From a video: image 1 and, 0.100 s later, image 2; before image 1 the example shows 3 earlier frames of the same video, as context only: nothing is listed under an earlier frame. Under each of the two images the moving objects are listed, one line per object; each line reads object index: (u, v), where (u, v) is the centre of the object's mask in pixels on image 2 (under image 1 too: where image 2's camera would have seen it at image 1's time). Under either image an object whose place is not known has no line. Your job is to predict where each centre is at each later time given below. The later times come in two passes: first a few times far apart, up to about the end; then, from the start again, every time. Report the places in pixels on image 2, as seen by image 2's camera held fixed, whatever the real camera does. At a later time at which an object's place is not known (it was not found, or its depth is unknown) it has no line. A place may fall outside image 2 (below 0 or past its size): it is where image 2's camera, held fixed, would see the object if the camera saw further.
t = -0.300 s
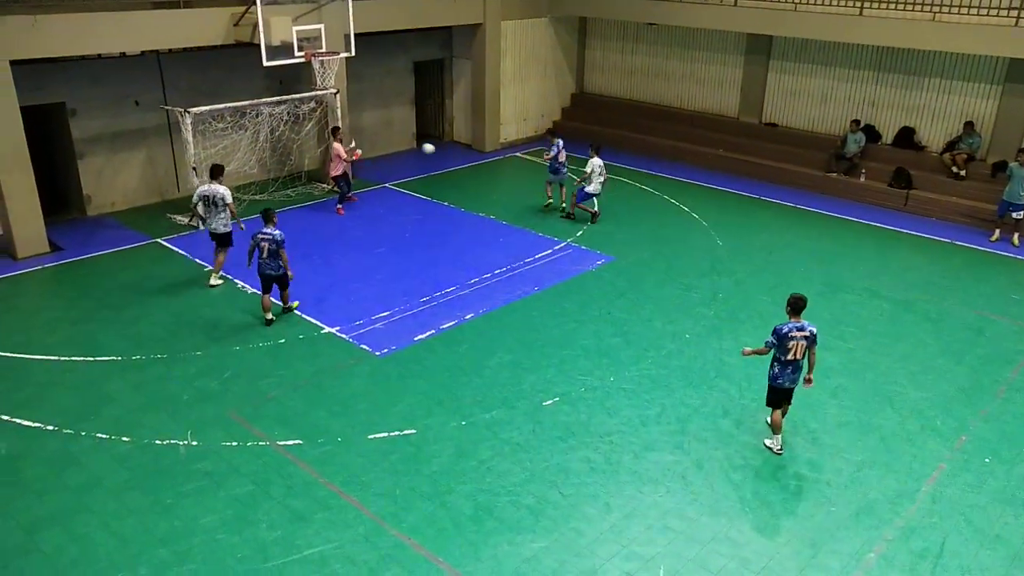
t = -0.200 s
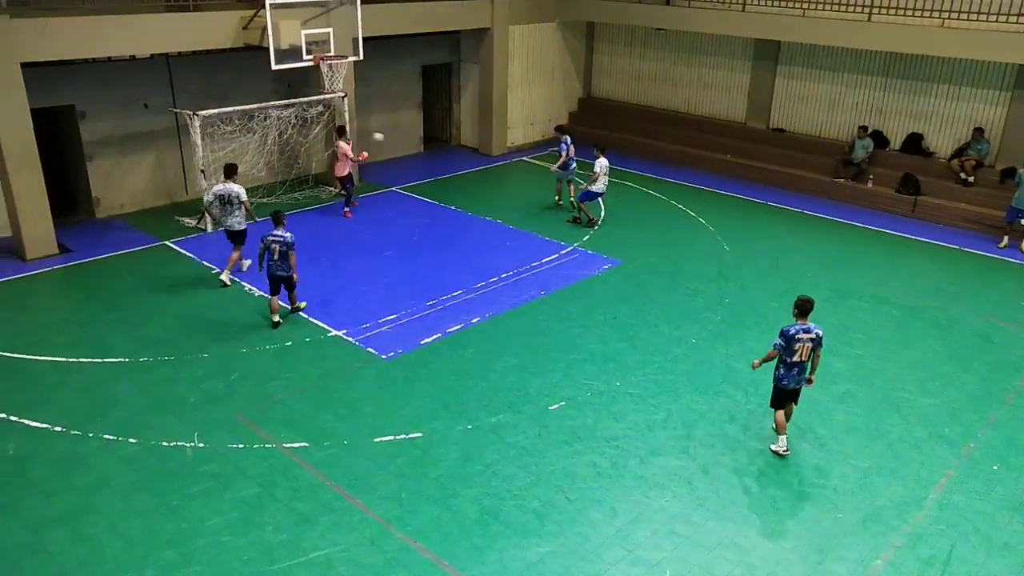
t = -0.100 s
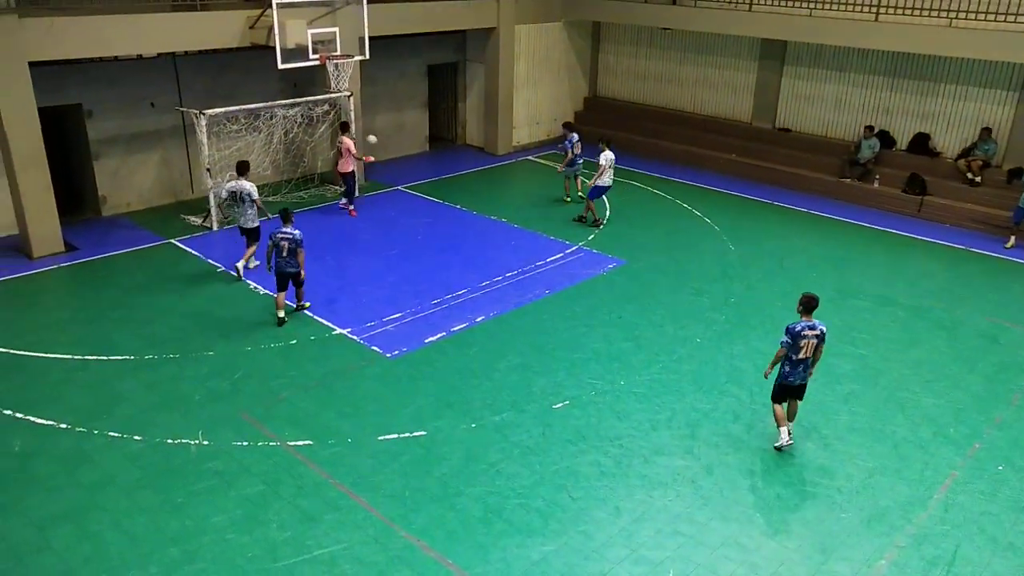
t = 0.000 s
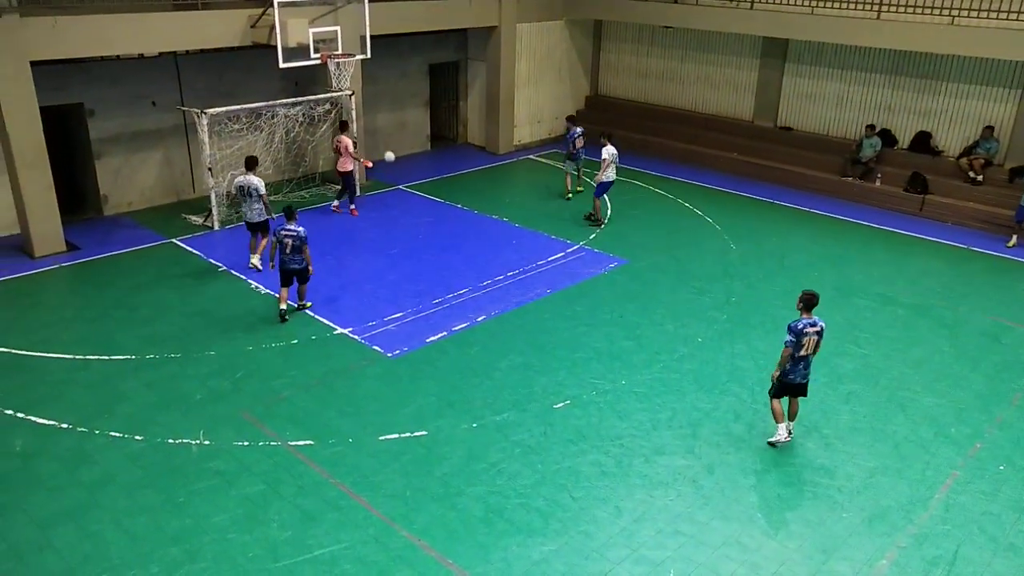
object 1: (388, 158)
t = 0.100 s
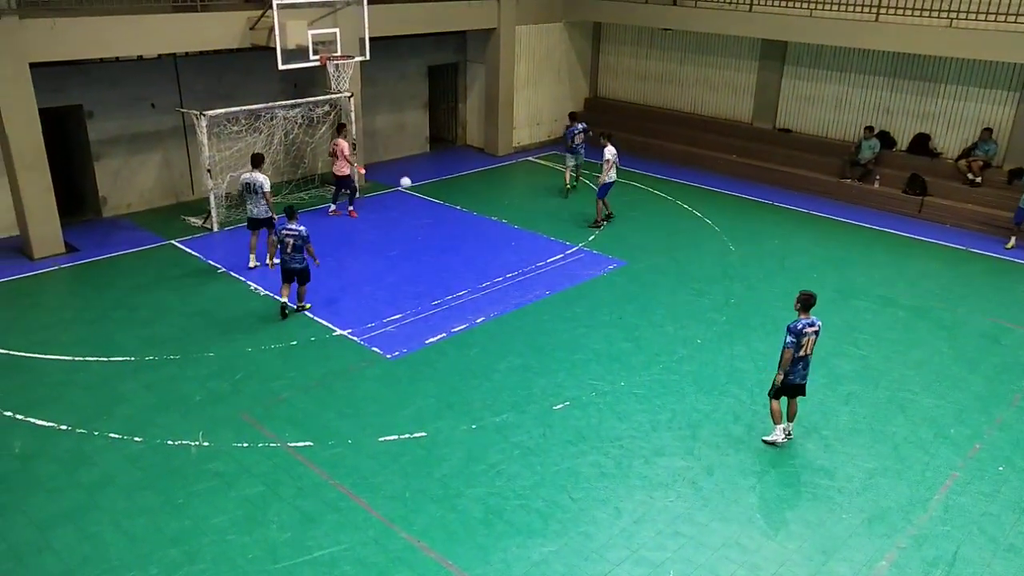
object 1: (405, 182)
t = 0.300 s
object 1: (437, 220)
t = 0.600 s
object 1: (476, 240)
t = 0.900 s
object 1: (520, 277)
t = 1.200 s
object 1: (569, 322)
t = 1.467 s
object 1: (620, 364)
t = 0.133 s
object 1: (411, 191)
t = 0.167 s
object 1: (417, 201)
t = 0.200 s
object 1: (423, 213)
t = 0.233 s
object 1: (429, 222)
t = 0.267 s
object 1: (433, 221)
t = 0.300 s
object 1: (437, 220)
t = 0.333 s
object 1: (441, 219)
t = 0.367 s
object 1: (445, 219)
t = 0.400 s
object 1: (449, 220)
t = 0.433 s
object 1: (453, 222)
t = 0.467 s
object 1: (458, 224)
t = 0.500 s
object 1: (463, 227)
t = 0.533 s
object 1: (467, 231)
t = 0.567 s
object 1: (472, 235)
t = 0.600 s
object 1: (476, 240)
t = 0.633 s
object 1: (481, 246)
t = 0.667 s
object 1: (486, 253)
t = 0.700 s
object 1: (491, 260)
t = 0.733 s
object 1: (495, 268)
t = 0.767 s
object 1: (500, 271)
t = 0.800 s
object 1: (505, 272)
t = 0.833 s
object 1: (510, 273)
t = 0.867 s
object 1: (515, 274)
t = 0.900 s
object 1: (520, 277)
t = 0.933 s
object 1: (525, 281)
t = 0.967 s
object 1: (530, 285)
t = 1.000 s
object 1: (536, 290)
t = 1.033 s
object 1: (541, 296)
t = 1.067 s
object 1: (547, 302)
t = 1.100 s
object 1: (552, 311)
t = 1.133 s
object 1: (557, 315)
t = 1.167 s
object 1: (563, 319)
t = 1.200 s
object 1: (569, 322)
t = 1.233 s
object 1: (574, 327)
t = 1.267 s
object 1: (581, 332)
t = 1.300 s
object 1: (587, 339)
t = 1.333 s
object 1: (593, 343)
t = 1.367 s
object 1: (599, 348)
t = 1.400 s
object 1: (606, 353)
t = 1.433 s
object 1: (613, 360)
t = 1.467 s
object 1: (620, 364)
